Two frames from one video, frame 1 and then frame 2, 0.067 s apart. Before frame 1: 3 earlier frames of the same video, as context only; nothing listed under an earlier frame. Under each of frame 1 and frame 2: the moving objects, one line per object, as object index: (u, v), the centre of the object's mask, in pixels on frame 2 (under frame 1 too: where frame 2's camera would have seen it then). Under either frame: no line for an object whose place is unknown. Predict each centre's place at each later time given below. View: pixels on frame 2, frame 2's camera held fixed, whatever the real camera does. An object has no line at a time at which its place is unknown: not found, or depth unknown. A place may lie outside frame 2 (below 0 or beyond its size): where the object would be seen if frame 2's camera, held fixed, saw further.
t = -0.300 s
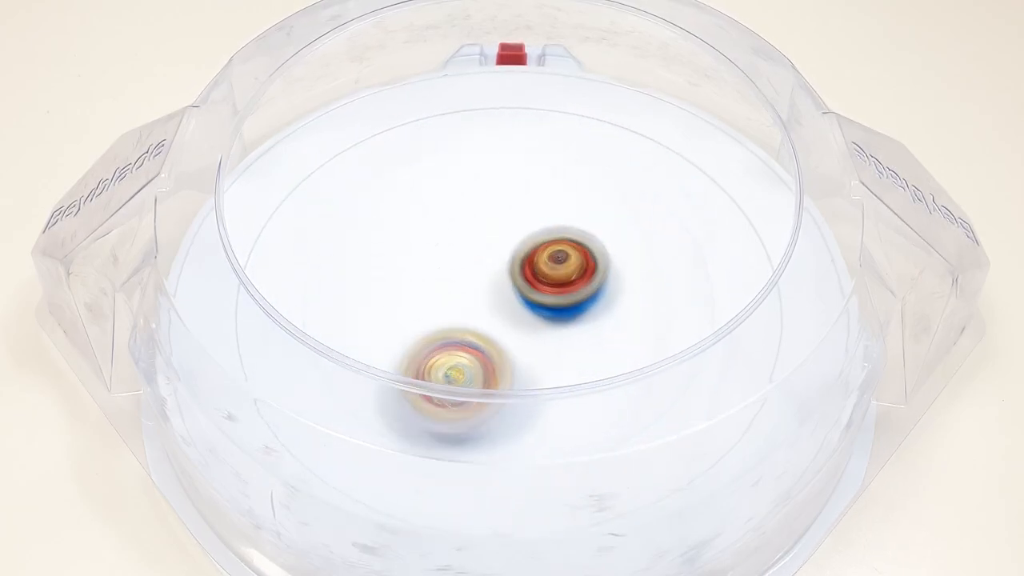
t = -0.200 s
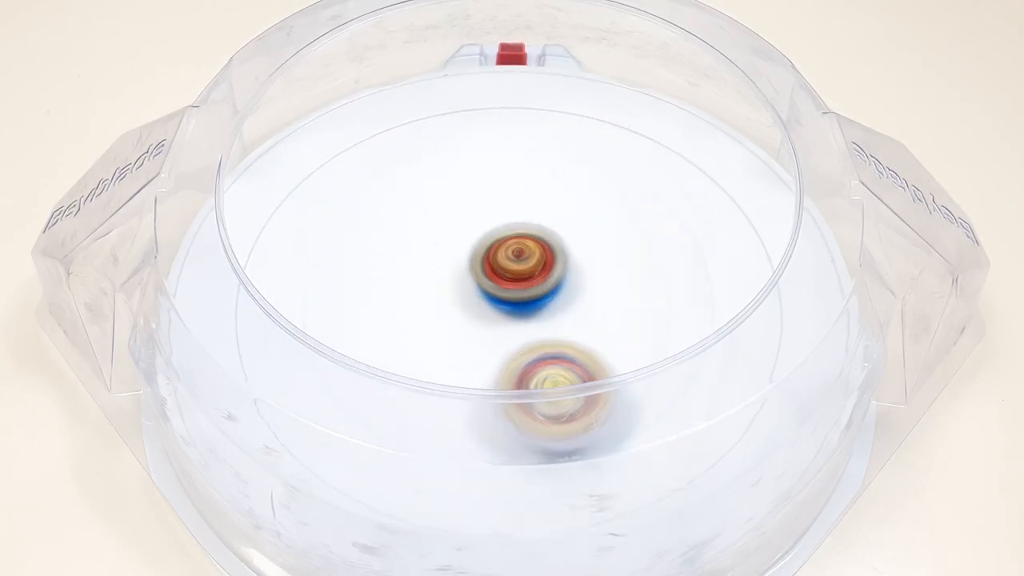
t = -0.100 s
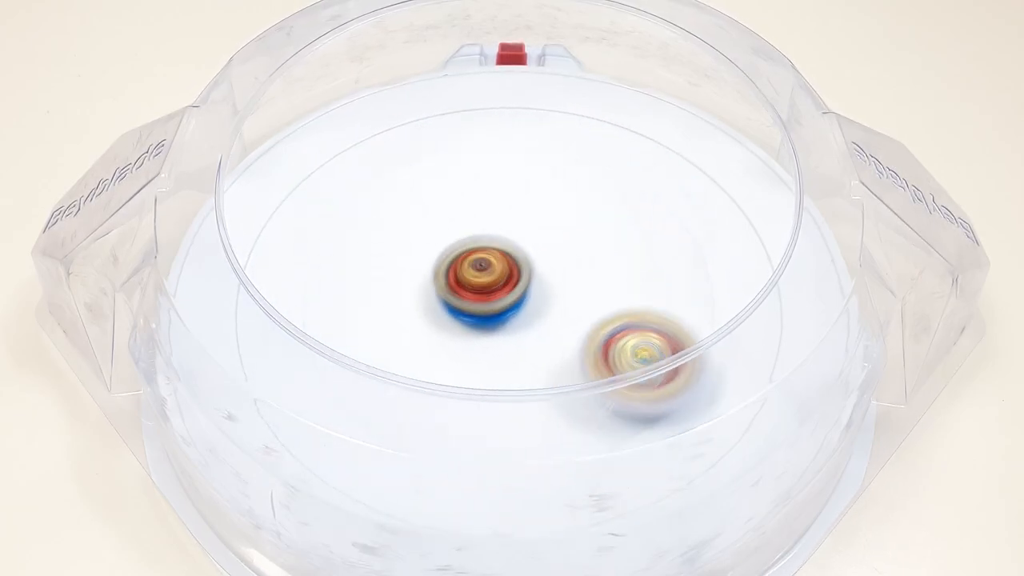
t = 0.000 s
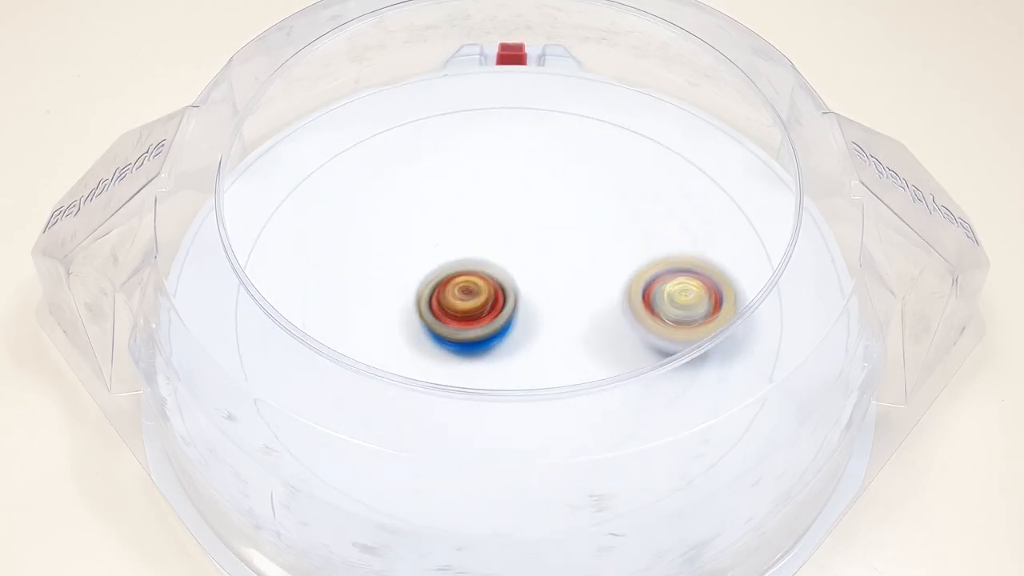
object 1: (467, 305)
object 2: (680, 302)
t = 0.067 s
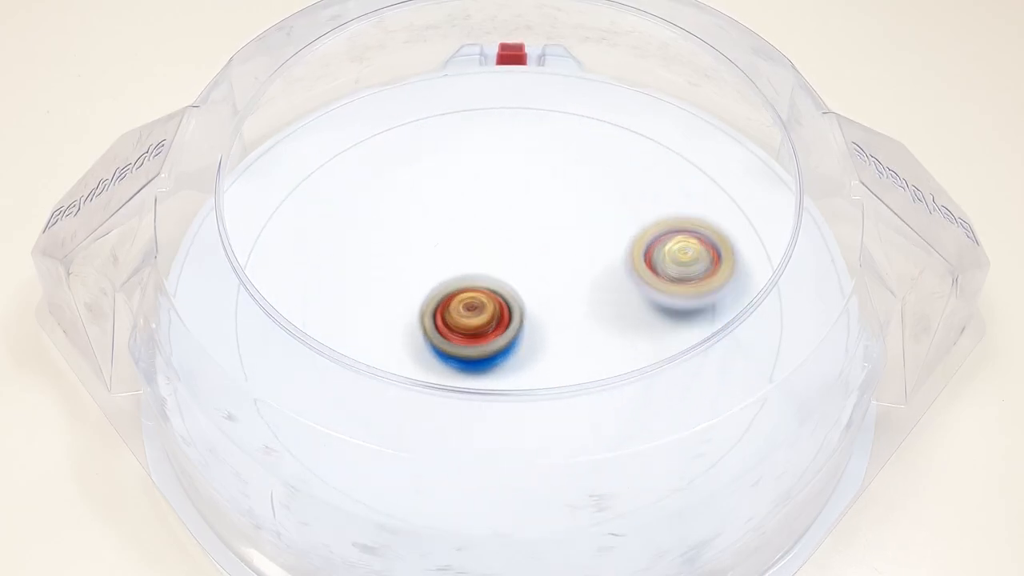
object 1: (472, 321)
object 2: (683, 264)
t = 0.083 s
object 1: (475, 325)
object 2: (680, 255)
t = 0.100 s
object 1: (478, 328)
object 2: (675, 247)
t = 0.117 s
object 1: (482, 331)
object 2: (670, 237)
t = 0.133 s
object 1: (487, 333)
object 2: (664, 228)
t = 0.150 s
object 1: (492, 335)
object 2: (655, 219)
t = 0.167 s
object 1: (497, 336)
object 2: (645, 212)
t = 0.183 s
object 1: (502, 337)
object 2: (636, 205)
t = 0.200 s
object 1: (508, 337)
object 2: (624, 198)
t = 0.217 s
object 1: (513, 336)
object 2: (615, 194)
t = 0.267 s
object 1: (528, 329)
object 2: (577, 181)
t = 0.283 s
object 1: (531, 327)
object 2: (563, 179)
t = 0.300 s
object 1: (534, 323)
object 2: (549, 177)
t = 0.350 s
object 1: (539, 311)
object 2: (506, 178)
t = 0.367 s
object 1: (539, 306)
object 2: (493, 180)
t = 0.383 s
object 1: (538, 302)
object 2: (480, 184)
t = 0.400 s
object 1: (537, 297)
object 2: (466, 187)
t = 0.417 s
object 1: (535, 293)
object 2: (453, 193)
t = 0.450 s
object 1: (529, 285)
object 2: (428, 205)
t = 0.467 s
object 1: (525, 282)
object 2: (418, 213)
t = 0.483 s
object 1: (520, 279)
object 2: (407, 223)
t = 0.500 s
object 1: (515, 276)
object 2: (400, 232)
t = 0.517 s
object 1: (510, 274)
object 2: (393, 241)
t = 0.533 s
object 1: (505, 273)
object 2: (387, 252)
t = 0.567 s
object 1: (494, 271)
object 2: (379, 275)
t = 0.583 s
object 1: (489, 271)
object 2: (379, 286)
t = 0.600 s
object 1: (484, 272)
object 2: (380, 296)
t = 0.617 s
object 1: (480, 272)
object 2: (381, 310)
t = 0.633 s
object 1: (476, 272)
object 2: (384, 318)
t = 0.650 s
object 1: (472, 274)
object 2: (389, 327)
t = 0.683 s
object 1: (466, 278)
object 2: (405, 341)
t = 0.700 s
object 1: (463, 280)
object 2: (408, 361)
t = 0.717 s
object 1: (461, 283)
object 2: (418, 369)
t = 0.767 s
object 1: (458, 292)
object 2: (454, 393)
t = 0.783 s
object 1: (459, 296)
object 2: (471, 401)
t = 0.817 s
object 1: (462, 303)
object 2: (499, 405)
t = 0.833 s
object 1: (465, 305)
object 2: (515, 406)
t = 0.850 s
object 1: (468, 307)
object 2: (531, 404)
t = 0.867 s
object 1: (471, 309)
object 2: (544, 404)
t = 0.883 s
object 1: (475, 310)
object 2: (559, 402)
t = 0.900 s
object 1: (479, 311)
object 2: (575, 397)
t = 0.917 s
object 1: (483, 311)
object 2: (586, 396)
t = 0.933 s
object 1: (487, 311)
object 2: (598, 382)
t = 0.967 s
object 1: (495, 309)
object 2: (624, 368)
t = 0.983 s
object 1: (498, 308)
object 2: (632, 358)
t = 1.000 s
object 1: (502, 306)
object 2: (641, 348)
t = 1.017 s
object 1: (505, 304)
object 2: (639, 329)
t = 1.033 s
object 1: (508, 302)
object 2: (644, 322)
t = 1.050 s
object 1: (511, 299)
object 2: (649, 315)
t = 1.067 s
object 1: (513, 296)
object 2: (654, 306)
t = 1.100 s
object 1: (516, 290)
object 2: (652, 284)
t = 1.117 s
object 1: (517, 286)
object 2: (648, 272)
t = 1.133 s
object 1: (517, 283)
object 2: (642, 261)
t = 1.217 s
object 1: (512, 266)
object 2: (599, 215)
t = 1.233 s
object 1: (508, 264)
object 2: (588, 207)
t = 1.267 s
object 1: (495, 262)
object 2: (574, 194)
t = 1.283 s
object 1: (489, 260)
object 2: (566, 188)
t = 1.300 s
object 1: (485, 260)
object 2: (557, 184)
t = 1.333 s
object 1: (477, 260)
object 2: (537, 176)
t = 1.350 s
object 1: (473, 262)
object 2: (526, 174)
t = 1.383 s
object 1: (467, 265)
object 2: (504, 172)
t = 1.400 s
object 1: (464, 267)
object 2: (493, 172)
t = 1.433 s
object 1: (462, 273)
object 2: (469, 173)
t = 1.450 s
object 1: (461, 276)
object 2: (458, 174)
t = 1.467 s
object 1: (461, 279)
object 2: (447, 179)
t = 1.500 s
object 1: (464, 285)
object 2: (426, 186)
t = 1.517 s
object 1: (466, 287)
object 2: (416, 192)
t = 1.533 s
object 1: (469, 289)
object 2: (407, 199)
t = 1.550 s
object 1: (472, 292)
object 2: (398, 204)
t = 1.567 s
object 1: (475, 293)
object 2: (391, 213)
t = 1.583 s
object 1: (479, 295)
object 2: (386, 221)
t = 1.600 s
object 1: (483, 296)
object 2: (380, 229)
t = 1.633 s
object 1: (491, 297)
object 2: (374, 249)
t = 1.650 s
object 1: (495, 297)
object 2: (372, 259)
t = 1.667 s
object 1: (500, 297)
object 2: (372, 270)
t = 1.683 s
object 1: (503, 296)
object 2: (374, 280)
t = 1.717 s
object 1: (512, 293)
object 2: (380, 301)
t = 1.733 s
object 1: (515, 292)
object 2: (385, 310)
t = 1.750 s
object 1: (518, 290)
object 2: (391, 318)
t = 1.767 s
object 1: (522, 286)
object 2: (399, 326)
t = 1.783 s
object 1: (523, 284)
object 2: (411, 331)
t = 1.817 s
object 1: (527, 278)
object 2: (432, 342)
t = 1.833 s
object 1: (527, 275)
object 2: (444, 346)
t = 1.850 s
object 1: (528, 272)
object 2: (457, 350)
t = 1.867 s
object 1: (527, 269)
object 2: (469, 352)
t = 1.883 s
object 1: (527, 266)
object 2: (483, 364)
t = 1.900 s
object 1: (526, 263)
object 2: (496, 365)
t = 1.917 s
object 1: (524, 260)
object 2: (508, 365)
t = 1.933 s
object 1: (522, 258)
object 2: (522, 363)
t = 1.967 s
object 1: (517, 254)
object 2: (544, 357)
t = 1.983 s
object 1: (514, 253)
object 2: (556, 352)
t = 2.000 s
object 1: (511, 252)
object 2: (565, 342)
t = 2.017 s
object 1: (508, 252)
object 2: (573, 337)
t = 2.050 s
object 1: (502, 252)
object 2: (588, 327)
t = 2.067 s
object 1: (499, 253)
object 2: (594, 319)
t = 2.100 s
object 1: (494, 255)
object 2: (602, 303)
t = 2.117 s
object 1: (491, 257)
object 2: (604, 296)
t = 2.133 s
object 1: (490, 259)
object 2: (604, 287)
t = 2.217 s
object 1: (485, 273)
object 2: (592, 252)
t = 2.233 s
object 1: (480, 276)
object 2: (591, 245)
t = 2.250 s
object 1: (475, 279)
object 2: (591, 238)
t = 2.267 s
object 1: (471, 282)
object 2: (591, 232)
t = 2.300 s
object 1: (466, 289)
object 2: (585, 221)
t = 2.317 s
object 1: (465, 292)
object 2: (581, 215)
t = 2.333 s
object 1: (466, 295)
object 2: (576, 209)
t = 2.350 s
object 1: (467, 299)
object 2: (570, 205)
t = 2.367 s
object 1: (469, 302)
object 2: (564, 201)
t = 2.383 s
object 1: (472, 305)
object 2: (556, 198)
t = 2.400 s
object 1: (475, 308)
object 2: (548, 196)
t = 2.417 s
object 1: (480, 309)
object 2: (538, 194)
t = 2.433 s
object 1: (483, 312)
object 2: (529, 194)
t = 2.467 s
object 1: (493, 314)
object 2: (510, 197)
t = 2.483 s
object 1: (497, 315)
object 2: (501, 200)
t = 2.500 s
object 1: (503, 315)
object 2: (492, 203)
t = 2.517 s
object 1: (507, 315)
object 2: (483, 209)
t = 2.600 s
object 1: (530, 309)
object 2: (451, 243)
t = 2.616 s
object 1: (539, 311)
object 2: (444, 246)
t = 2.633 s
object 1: (545, 312)
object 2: (437, 250)
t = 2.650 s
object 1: (552, 312)
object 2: (433, 254)
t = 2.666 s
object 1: (557, 312)
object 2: (429, 259)
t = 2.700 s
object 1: (567, 308)
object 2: (424, 271)
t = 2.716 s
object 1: (570, 305)
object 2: (423, 278)
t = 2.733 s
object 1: (573, 302)
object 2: (424, 285)
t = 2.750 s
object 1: (576, 298)
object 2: (425, 290)
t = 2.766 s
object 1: (578, 295)
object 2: (429, 298)
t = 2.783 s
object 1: (579, 291)
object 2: (433, 305)
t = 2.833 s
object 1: (577, 278)
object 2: (447, 322)
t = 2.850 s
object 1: (576, 274)
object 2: (453, 329)
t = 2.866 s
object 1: (573, 271)
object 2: (462, 333)
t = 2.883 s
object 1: (569, 268)
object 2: (469, 337)
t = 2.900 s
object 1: (566, 265)
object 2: (478, 340)
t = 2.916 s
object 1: (561, 262)
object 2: (489, 342)
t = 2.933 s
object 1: (557, 260)
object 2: (496, 343)
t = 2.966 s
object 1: (546, 256)
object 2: (516, 343)
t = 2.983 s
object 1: (540, 254)
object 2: (526, 343)
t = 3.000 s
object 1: (534, 253)
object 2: (536, 342)
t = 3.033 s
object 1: (521, 254)
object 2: (553, 339)
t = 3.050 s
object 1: (515, 256)
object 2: (561, 334)
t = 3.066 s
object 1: (509, 257)
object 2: (566, 331)
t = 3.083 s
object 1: (503, 260)
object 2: (574, 326)
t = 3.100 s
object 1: (498, 264)
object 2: (578, 321)
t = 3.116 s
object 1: (494, 267)
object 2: (584, 316)
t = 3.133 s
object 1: (490, 270)
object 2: (588, 308)
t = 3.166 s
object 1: (482, 277)
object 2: (593, 295)
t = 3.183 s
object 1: (479, 281)
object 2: (592, 288)
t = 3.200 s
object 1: (476, 285)
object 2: (593, 282)
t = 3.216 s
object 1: (473, 289)
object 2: (592, 273)
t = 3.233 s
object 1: (471, 293)
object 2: (588, 267)
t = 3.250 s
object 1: (470, 298)
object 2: (586, 261)
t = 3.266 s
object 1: (470, 302)
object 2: (581, 254)
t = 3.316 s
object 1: (471, 314)
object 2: (563, 238)
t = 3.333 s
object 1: (473, 318)
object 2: (556, 235)
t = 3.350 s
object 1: (476, 321)
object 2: (547, 231)
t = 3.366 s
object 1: (478, 325)
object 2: (540, 229)
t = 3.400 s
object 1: (486, 330)
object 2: (521, 225)
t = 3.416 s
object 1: (491, 333)
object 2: (512, 225)
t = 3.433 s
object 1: (495, 334)
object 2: (502, 224)
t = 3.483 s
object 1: (511, 336)
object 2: (476, 229)
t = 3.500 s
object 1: (516, 336)
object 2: (467, 233)
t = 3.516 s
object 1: (521, 335)
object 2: (460, 237)
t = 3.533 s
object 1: (526, 333)
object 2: (453, 241)
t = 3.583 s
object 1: (538, 324)
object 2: (436, 257)
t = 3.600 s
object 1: (541, 321)
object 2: (433, 263)
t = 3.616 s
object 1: (543, 317)
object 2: (431, 269)
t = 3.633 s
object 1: (544, 313)
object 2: (429, 276)
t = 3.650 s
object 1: (546, 309)
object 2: (428, 283)
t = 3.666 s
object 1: (546, 304)
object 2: (427, 290)
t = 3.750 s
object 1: (540, 283)
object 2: (439, 321)
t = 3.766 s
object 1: (540, 279)
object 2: (442, 326)
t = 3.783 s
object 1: (538, 275)
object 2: (444, 332)
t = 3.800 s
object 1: (536, 271)
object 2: (449, 336)
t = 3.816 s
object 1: (533, 268)
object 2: (454, 341)
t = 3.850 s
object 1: (526, 262)
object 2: (473, 346)
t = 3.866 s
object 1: (522, 260)
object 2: (481, 348)
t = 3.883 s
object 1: (518, 257)
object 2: (491, 350)
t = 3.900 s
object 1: (514, 256)
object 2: (501, 351)
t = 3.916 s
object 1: (509, 254)
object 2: (511, 351)
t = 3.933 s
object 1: (505, 253)
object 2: (523, 350)
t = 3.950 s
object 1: (500, 253)
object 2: (532, 349)
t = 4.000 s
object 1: (486, 253)
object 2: (556, 338)
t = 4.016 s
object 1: (482, 254)
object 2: (564, 333)
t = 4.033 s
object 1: (477, 256)
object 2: (569, 327)
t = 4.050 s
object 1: (473, 258)
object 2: (573, 320)
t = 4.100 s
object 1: (464, 265)
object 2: (579, 299)
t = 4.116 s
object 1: (462, 268)
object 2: (579, 291)
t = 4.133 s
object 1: (460, 271)
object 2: (578, 283)
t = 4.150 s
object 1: (459, 275)
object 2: (576, 276)
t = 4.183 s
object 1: (458, 282)
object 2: (570, 262)
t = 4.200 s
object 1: (458, 286)
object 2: (566, 257)
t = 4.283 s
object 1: (463, 306)
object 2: (541, 228)
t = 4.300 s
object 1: (463, 310)
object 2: (537, 224)
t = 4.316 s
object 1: (465, 314)
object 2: (531, 219)
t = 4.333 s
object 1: (468, 317)
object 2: (527, 215)
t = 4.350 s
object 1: (471, 320)
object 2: (520, 212)
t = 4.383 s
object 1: (480, 324)
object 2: (506, 207)
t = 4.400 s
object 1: (484, 325)
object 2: (500, 205)
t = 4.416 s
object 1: (489, 326)
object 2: (491, 203)
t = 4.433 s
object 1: (494, 326)
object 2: (484, 203)
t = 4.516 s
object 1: (518, 321)
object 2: (447, 209)
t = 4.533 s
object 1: (523, 319)
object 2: (439, 212)
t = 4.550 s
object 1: (526, 316)
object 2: (432, 218)
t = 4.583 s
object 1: (533, 310)
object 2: (421, 228)
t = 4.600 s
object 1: (536, 307)
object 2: (417, 234)
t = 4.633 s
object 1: (539, 300)
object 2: (414, 248)
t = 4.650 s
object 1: (540, 296)
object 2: (414, 255)
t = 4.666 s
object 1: (540, 292)
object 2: (415, 264)
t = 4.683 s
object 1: (540, 288)
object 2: (416, 271)
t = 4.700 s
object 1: (540, 285)
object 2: (418, 279)
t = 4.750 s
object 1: (537, 275)
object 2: (433, 300)
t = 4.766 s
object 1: (546, 270)
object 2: (429, 307)
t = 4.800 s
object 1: (569, 258)
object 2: (419, 321)
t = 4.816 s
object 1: (578, 253)
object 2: (414, 326)
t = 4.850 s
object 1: (591, 244)
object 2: (416, 333)
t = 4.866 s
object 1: (596, 240)
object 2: (420, 335)
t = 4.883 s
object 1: (598, 236)
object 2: (422, 338)
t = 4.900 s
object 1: (600, 233)
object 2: (426, 340)
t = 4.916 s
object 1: (601, 229)
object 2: (431, 343)
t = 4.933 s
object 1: (601, 226)
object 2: (437, 345)
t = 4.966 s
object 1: (601, 220)
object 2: (450, 348)
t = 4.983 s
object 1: (600, 217)
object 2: (460, 350)
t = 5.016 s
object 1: (597, 213)
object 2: (476, 351)
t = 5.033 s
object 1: (596, 211)
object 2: (483, 352)
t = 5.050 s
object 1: (593, 210)
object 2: (494, 352)
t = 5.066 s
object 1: (591, 208)
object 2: (501, 351)
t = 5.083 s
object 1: (589, 207)
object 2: (511, 351)
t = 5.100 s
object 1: (586, 206)
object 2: (518, 348)
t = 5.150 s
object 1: (575, 206)
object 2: (543, 341)
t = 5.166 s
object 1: (571, 207)
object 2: (551, 336)
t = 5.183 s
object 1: (567, 208)
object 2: (555, 330)
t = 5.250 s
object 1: (549, 215)
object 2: (569, 302)
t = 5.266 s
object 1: (545, 211)
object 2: (570, 302)
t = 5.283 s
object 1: (540, 207)
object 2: (570, 303)
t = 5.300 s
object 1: (535, 202)
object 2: (569, 303)
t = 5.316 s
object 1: (530, 198)
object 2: (568, 302)
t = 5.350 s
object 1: (519, 194)
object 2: (564, 298)
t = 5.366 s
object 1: (514, 194)
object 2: (562, 295)
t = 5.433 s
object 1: (497, 199)
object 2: (547, 278)
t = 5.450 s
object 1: (493, 199)
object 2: (542, 274)
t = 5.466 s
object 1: (490, 193)
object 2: (538, 279)
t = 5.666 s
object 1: (439, 97)
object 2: (506, 345)
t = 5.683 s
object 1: (437, 94)
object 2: (507, 345)
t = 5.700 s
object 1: (436, 92)
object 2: (508, 346)
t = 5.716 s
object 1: (434, 89)
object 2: (511, 347)
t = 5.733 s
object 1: (434, 89)
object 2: (513, 348)
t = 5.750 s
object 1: (433, 86)
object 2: (516, 348)
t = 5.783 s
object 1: (434, 83)
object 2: (523, 347)
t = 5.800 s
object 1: (435, 81)
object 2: (527, 345)
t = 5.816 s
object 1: (436, 79)
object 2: (529, 343)
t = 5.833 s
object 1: (438, 77)
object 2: (534, 340)
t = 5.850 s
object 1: (439, 74)
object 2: (535, 336)
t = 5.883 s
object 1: (444, 71)
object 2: (537, 325)
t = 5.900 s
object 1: (446, 71)
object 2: (536, 319)
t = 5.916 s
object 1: (448, 73)
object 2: (534, 314)
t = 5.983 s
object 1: (459, 78)
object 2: (520, 291)
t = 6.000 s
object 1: (462, 78)
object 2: (515, 286)
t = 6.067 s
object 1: (473, 80)
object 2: (495, 272)
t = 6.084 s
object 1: (476, 81)
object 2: (488, 268)
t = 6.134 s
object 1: (484, 84)
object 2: (472, 264)
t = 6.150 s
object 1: (486, 85)
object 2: (465, 263)
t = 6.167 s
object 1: (488, 87)
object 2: (460, 262)
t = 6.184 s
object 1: (491, 93)
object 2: (454, 262)
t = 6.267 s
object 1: (498, 108)
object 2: (430, 265)
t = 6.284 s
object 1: (500, 112)
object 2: (426, 267)
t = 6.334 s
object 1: (506, 121)
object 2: (417, 275)
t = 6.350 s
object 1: (508, 123)
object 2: (415, 278)
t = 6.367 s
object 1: (510, 127)
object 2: (413, 281)
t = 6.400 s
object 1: (511, 140)
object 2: (415, 290)
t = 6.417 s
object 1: (511, 148)
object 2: (417, 295)
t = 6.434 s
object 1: (510, 155)
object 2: (423, 299)
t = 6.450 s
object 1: (509, 164)
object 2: (428, 303)
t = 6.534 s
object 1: (501, 214)
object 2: (467, 313)
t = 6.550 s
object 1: (501, 223)
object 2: (478, 312)
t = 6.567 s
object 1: (500, 230)
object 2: (480, 314)
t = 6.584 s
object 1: (513, 217)
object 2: (473, 333)
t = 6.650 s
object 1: (559, 157)
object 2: (450, 414)
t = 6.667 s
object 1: (567, 144)
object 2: (444, 438)
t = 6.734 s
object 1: (601, 110)
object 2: (440, 500)
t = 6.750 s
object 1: (609, 104)
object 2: (439, 500)
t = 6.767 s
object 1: (615, 97)
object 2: (443, 502)
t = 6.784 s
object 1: (618, 95)
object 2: (444, 507)
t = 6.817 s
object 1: (626, 96)
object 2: (451, 517)
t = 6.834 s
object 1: (631, 94)
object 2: (451, 520)
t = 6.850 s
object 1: (636, 93)
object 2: (452, 523)
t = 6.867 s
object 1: (641, 94)
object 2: (451, 525)
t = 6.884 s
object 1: (643, 93)
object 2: (451, 527)
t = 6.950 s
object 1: (658, 94)
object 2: (453, 521)
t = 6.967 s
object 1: (661, 95)
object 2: (453, 520)
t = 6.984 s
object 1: (662, 97)
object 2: (454, 518)
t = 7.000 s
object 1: (664, 98)
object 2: (449, 516)
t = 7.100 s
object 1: (680, 110)
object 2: (432, 499)
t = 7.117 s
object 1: (683, 112)
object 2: (429, 494)
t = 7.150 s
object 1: (688, 118)
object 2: (433, 480)
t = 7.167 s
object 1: (691, 120)
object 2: (430, 478)
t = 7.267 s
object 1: (702, 139)
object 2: (426, 448)
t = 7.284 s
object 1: (704, 142)
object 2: (422, 445)
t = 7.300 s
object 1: (706, 146)
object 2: (422, 441)
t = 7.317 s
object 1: (705, 150)
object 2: (421, 435)
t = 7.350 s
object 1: (702, 162)
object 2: (424, 423)
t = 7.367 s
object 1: (699, 167)
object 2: (425, 420)
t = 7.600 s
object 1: (622, 257)
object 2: (512, 322)
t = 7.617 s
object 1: (610, 264)
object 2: (518, 314)
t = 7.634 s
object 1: (609, 268)
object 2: (517, 305)
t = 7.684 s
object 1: (633, 274)
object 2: (482, 283)
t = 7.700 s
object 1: (639, 275)
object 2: (472, 272)
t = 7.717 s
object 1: (643, 277)
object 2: (462, 263)
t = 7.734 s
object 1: (645, 278)
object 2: (457, 258)
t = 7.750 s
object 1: (645, 280)
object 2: (448, 251)
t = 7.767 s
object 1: (645, 282)
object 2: (445, 243)
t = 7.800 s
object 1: (641, 285)
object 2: (437, 235)
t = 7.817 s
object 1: (639, 287)
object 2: (434, 232)
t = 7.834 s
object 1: (636, 288)
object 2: (436, 229)
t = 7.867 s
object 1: (627, 292)
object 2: (437, 226)
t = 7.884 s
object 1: (622, 294)
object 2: (438, 226)
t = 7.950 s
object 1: (597, 300)
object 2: (451, 226)
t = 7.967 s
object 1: (589, 301)
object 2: (456, 226)
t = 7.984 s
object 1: (581, 303)
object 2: (461, 229)
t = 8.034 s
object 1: (554, 305)
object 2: (475, 236)
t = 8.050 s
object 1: (546, 306)
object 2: (480, 240)
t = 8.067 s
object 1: (541, 312)
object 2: (484, 237)
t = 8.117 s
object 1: (526, 346)
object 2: (494, 218)
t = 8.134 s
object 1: (521, 352)
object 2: (495, 215)
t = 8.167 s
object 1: (511, 360)
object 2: (502, 208)
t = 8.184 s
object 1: (504, 363)
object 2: (505, 207)
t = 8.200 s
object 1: (501, 365)
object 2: (508, 209)
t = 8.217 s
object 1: (491, 373)
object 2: (509, 210)
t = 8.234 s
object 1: (488, 375)
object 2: (512, 211)
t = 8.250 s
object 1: (483, 377)
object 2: (512, 214)
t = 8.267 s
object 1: (479, 378)
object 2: (513, 216)
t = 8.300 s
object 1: (471, 377)
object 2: (516, 223)
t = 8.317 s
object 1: (466, 375)
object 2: (517, 228)
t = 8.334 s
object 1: (465, 373)
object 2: (515, 232)
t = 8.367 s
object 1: (460, 371)
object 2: (516, 243)
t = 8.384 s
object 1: (457, 362)
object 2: (519, 248)
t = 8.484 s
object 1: (449, 351)
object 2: (528, 290)
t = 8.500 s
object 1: (450, 348)
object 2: (528, 296)
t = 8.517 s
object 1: (449, 347)
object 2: (534, 303)
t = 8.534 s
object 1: (446, 344)
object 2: (537, 308)
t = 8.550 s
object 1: (442, 343)
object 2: (542, 312)
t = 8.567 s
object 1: (435, 339)
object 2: (549, 314)
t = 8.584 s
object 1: (433, 337)
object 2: (555, 317)
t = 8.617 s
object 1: (428, 327)
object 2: (564, 319)
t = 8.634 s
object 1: (426, 323)
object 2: (567, 321)
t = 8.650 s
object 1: (427, 320)
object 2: (569, 321)
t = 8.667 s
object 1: (427, 313)
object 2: (571, 323)
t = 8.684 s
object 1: (430, 309)
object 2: (572, 323)
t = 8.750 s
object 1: (436, 290)
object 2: (569, 322)
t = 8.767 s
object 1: (438, 285)
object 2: (566, 319)
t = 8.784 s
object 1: (442, 281)
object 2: (566, 318)
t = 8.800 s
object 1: (445, 278)
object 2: (565, 316)
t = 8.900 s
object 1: (467, 260)
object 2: (553, 308)
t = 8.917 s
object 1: (469, 259)
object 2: (551, 307)
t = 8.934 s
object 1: (471, 255)
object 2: (548, 307)
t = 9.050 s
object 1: (475, 240)
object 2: (516, 310)
